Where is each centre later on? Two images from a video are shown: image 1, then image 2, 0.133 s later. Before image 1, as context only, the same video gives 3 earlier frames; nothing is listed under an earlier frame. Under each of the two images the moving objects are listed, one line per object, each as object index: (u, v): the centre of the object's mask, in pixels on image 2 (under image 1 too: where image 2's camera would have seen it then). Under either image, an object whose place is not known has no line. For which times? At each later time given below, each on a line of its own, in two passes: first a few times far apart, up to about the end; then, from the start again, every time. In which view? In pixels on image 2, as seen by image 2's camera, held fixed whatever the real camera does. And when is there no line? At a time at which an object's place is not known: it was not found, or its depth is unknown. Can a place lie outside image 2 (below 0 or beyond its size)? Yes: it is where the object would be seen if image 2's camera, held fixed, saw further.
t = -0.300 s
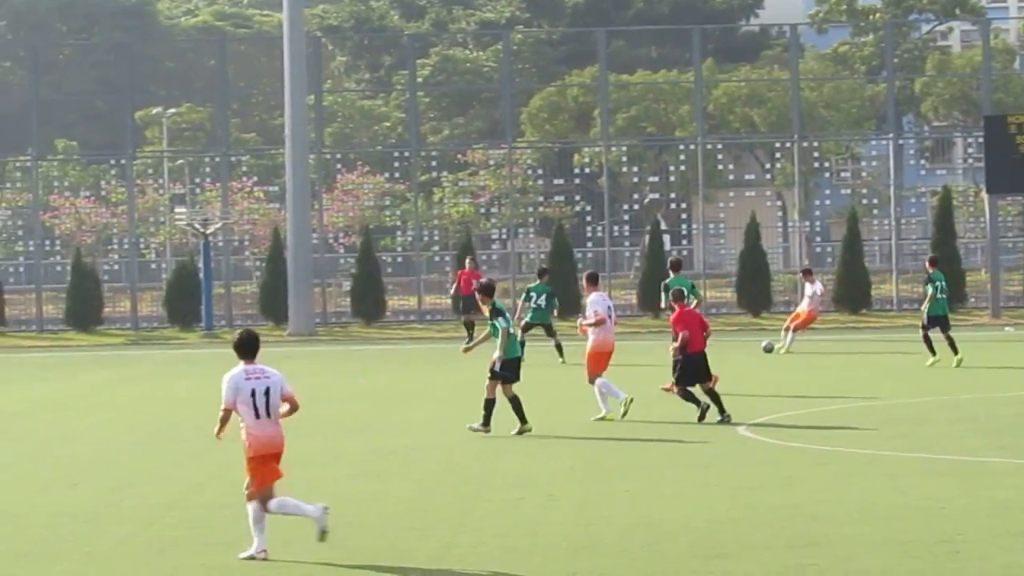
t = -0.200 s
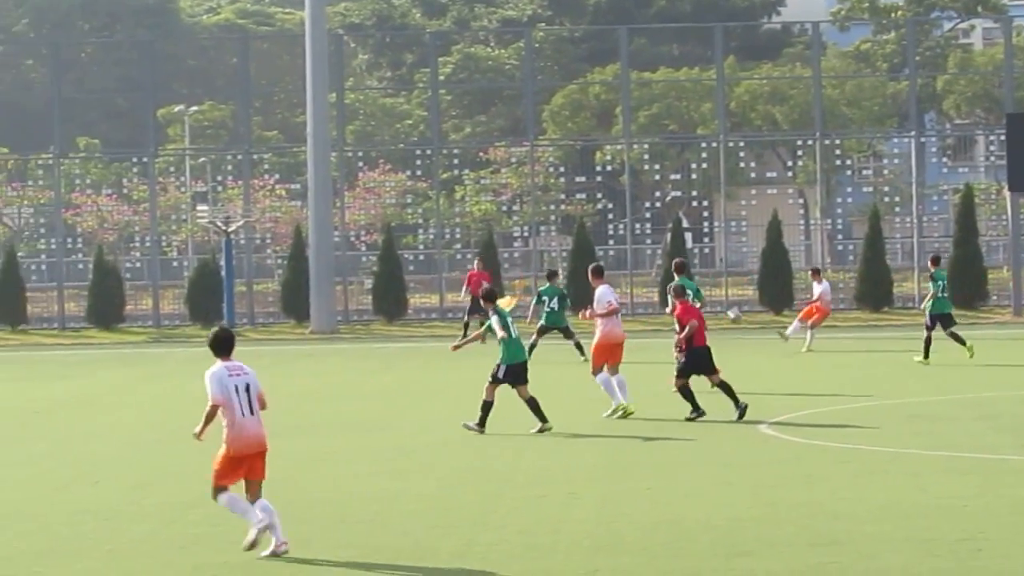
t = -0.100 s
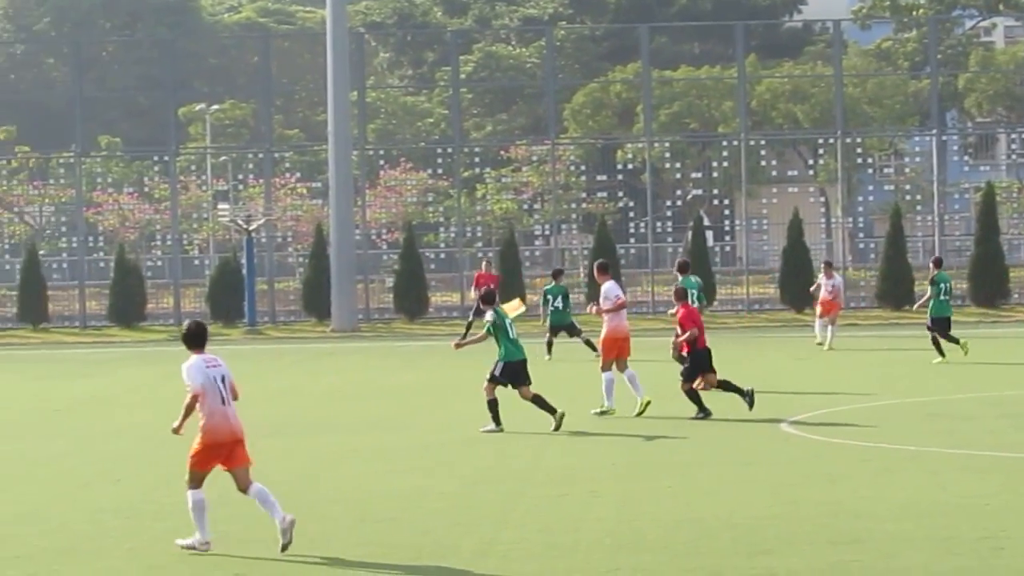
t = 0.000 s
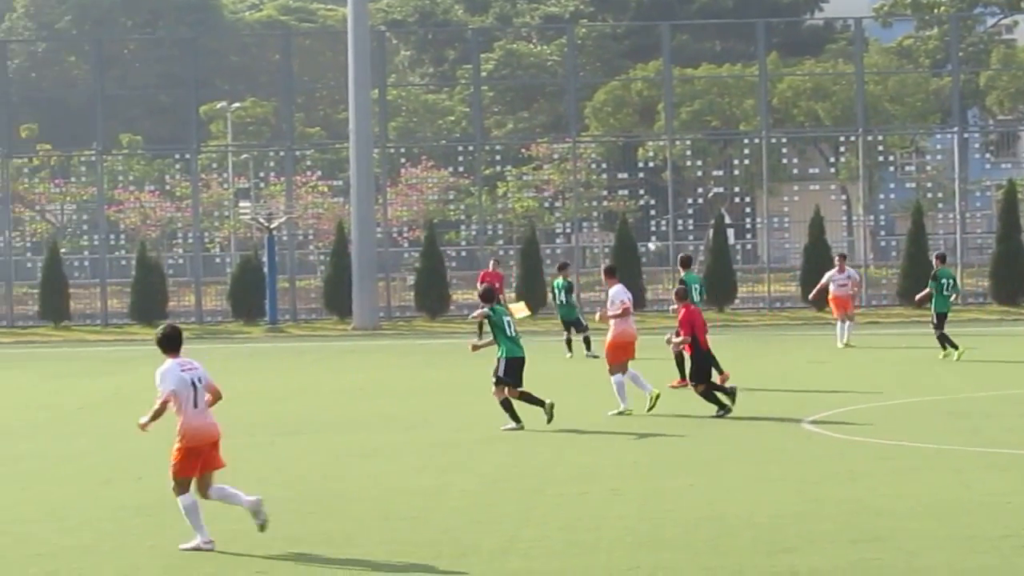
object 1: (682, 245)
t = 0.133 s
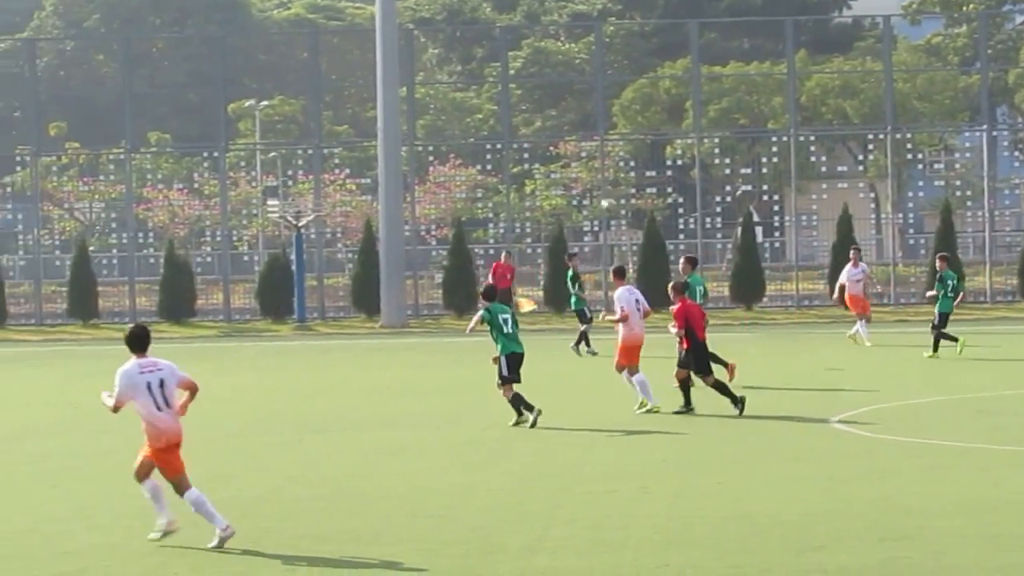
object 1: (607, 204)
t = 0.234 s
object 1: (554, 175)
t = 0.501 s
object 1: (427, 113)
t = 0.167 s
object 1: (592, 197)
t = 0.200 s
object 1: (573, 185)
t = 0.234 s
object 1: (554, 175)
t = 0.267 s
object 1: (540, 169)
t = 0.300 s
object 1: (522, 159)
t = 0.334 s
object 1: (505, 151)
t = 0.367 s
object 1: (489, 143)
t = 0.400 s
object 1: (473, 134)
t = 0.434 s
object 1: (457, 128)
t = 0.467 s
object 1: (442, 120)
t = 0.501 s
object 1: (427, 113)
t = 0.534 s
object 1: (412, 107)
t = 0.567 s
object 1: (397, 101)
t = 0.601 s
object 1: (382, 96)
